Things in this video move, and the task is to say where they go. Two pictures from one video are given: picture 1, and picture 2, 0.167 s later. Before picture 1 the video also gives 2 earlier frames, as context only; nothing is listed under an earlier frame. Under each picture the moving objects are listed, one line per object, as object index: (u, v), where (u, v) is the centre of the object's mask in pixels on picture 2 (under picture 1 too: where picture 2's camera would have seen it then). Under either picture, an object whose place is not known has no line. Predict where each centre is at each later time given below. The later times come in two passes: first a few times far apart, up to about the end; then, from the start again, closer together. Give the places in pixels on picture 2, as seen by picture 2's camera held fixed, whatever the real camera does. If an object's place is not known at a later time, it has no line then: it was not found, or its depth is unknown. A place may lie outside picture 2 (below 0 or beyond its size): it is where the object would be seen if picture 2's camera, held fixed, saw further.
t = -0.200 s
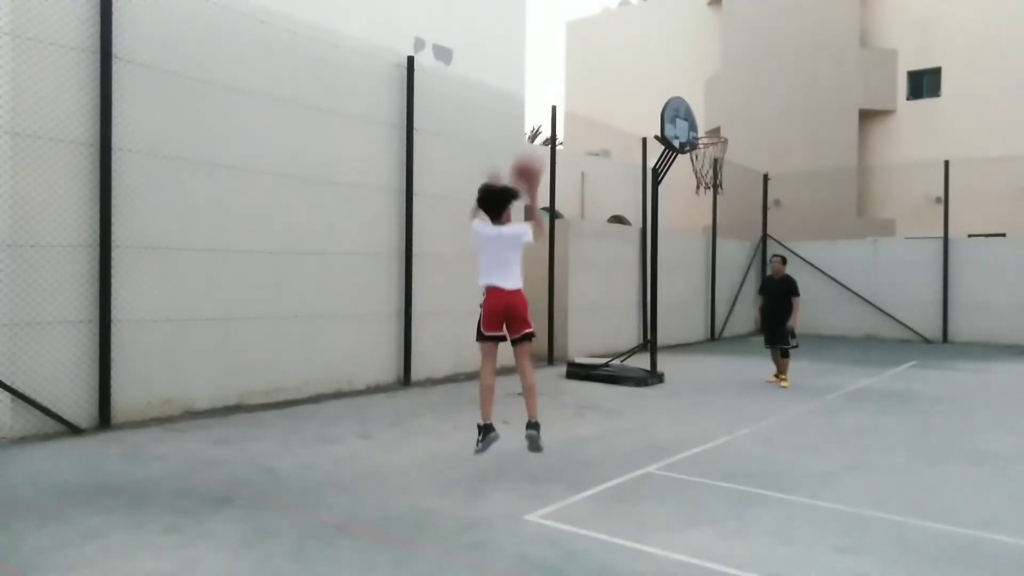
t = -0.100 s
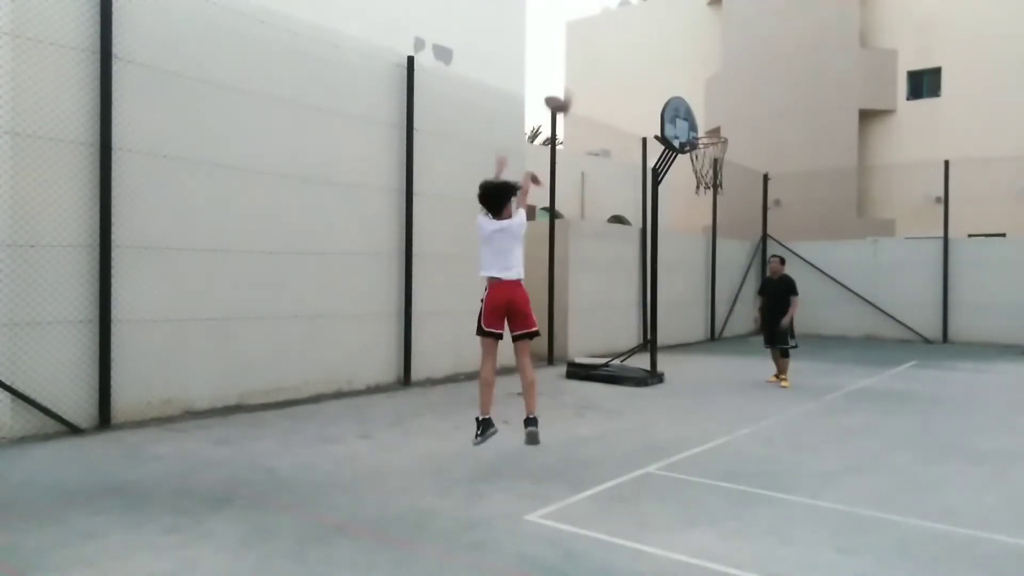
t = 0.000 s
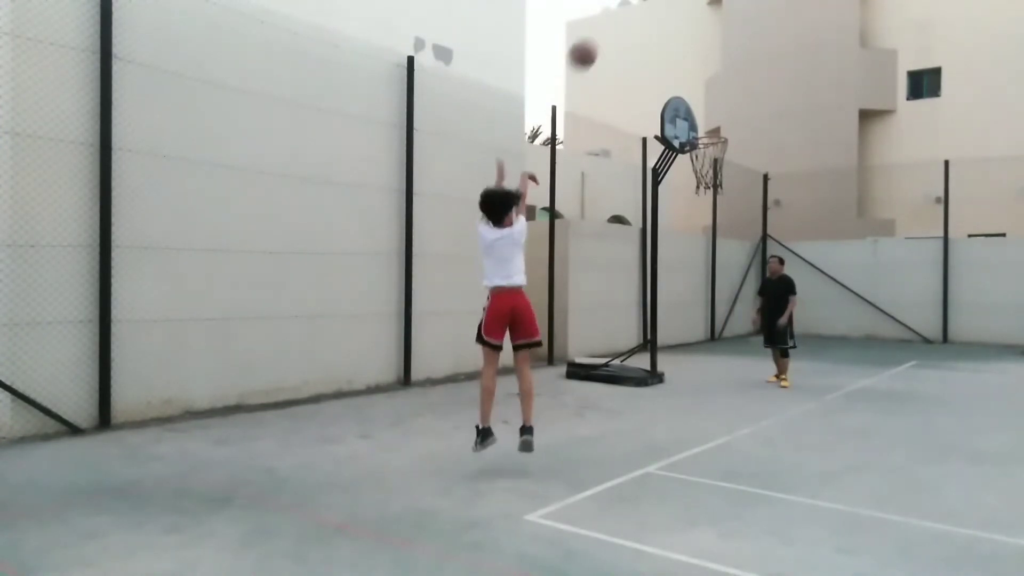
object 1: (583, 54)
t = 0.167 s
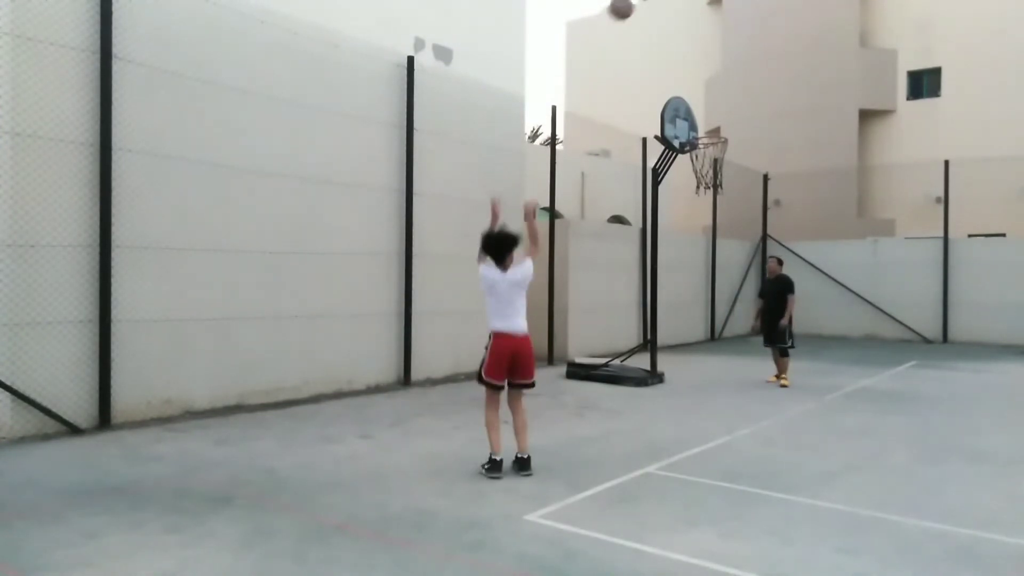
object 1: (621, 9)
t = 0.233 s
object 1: (634, 5)
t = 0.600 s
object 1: (695, 30)
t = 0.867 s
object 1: (727, 120)
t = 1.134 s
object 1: (792, 144)
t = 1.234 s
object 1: (819, 164)
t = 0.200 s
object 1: (628, 7)
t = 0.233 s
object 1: (634, 5)
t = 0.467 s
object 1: (675, 7)
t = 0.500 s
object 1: (680, 10)
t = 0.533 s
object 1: (685, 15)
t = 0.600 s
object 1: (695, 30)
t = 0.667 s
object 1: (703, 48)
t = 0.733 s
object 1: (712, 70)
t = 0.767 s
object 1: (716, 81)
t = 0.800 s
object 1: (719, 94)
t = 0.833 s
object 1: (723, 107)
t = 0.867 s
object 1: (727, 120)
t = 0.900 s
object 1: (732, 130)
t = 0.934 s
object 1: (740, 130)
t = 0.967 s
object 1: (749, 130)
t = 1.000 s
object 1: (758, 131)
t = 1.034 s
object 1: (766, 133)
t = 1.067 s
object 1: (775, 136)
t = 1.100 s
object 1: (784, 140)
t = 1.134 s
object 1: (792, 144)
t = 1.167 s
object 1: (802, 150)
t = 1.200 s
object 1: (810, 156)
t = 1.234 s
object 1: (819, 164)
